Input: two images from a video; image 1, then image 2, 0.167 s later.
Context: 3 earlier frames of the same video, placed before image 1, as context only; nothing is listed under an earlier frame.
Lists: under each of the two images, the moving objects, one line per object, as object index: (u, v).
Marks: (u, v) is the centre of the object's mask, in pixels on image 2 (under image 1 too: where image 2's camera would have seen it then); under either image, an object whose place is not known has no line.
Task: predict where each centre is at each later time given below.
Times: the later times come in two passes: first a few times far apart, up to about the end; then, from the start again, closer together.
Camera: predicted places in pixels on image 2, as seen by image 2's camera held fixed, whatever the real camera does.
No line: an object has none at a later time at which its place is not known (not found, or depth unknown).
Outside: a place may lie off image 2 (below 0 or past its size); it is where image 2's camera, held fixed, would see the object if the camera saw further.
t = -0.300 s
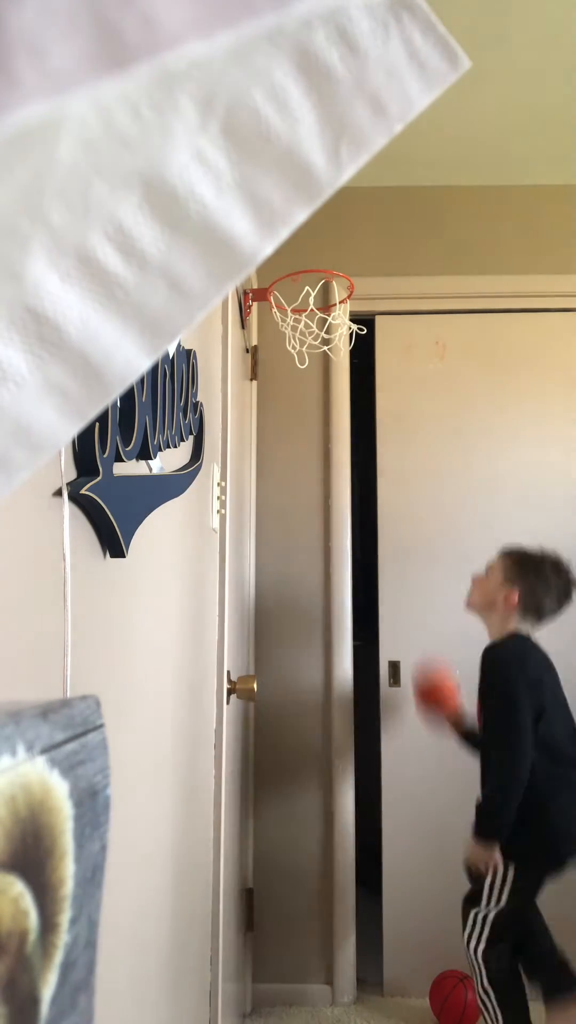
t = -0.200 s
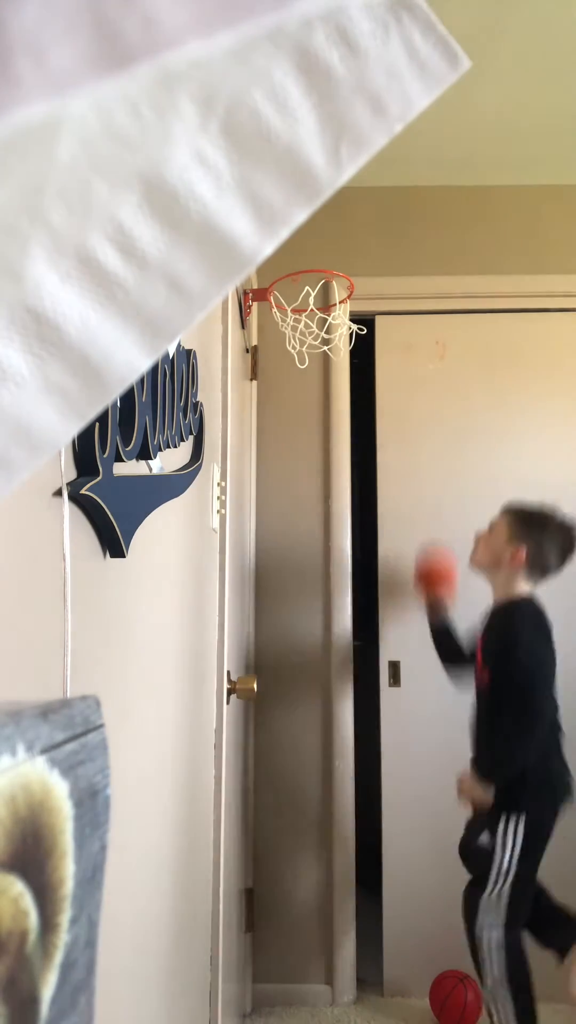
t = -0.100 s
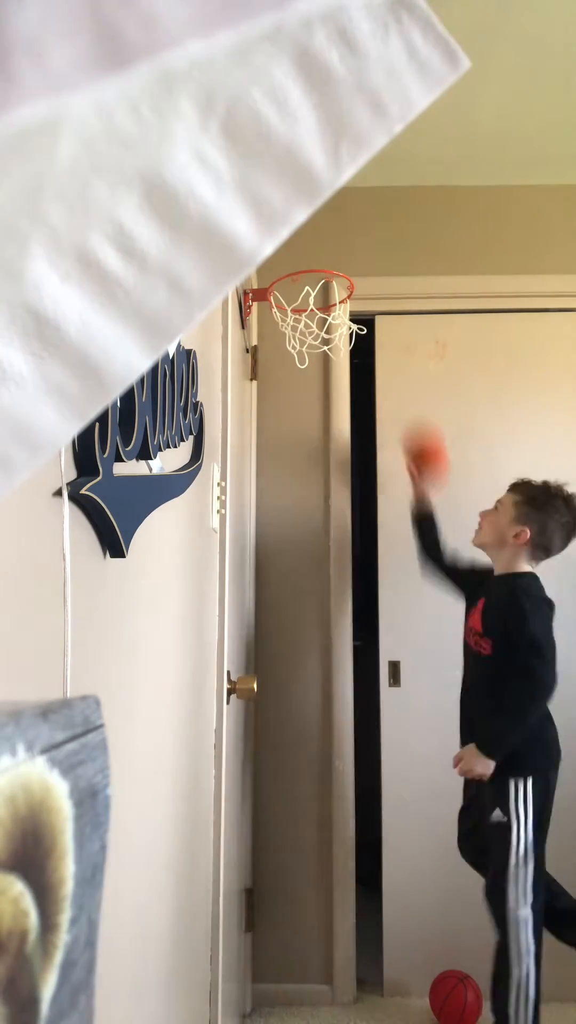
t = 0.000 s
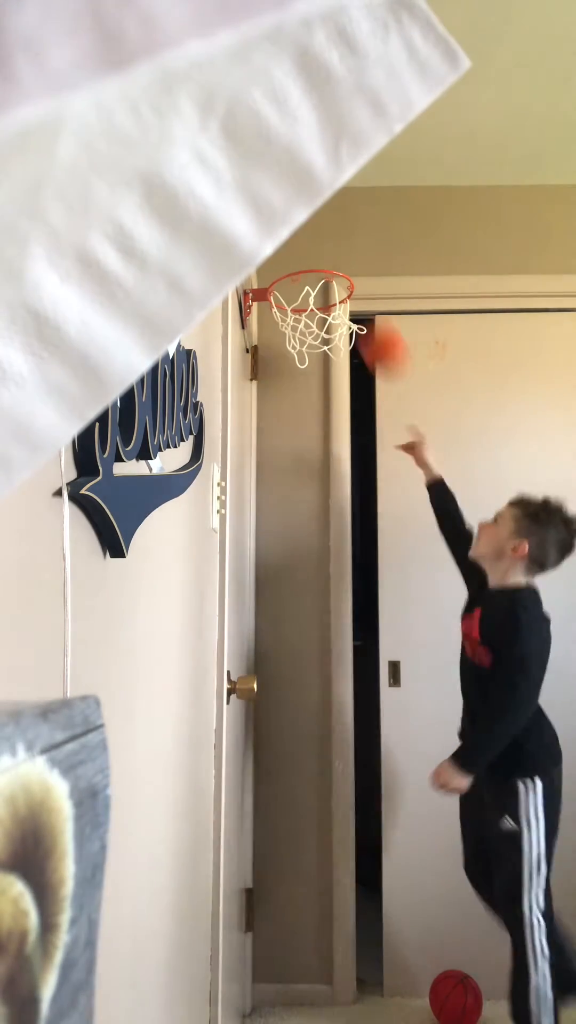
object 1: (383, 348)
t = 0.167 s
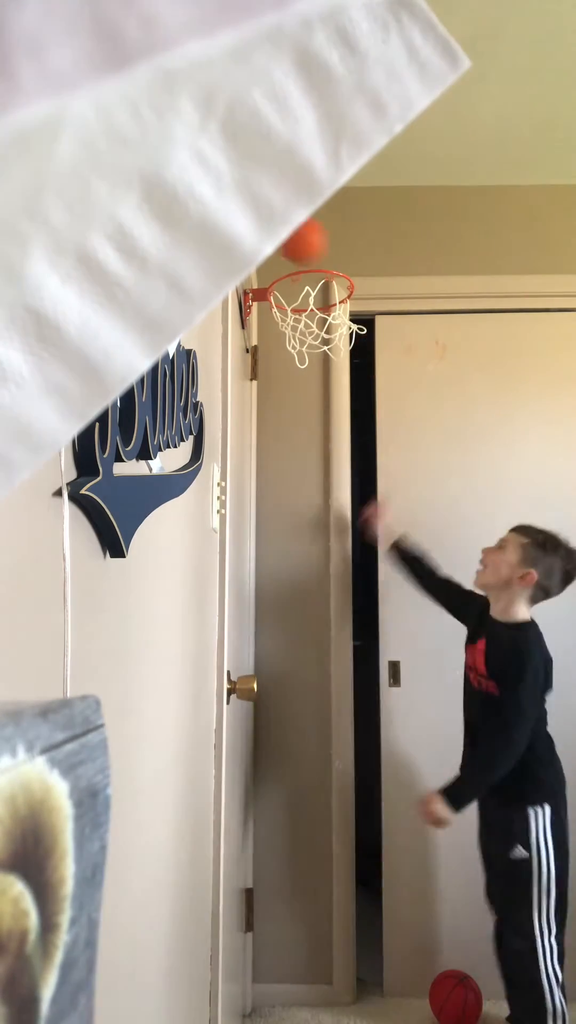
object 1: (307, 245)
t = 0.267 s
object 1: (294, 242)
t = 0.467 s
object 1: (321, 307)
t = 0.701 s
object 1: (277, 418)
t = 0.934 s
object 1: (298, 628)
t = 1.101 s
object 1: (326, 929)
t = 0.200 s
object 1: (296, 241)
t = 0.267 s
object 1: (294, 242)
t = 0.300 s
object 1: (299, 246)
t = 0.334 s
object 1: (306, 252)
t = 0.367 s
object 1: (314, 264)
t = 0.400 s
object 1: (325, 282)
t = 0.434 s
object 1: (326, 292)
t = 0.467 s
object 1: (321, 307)
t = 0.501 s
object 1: (315, 323)
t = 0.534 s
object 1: (310, 335)
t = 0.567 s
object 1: (302, 350)
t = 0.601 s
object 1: (296, 361)
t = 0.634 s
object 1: (290, 375)
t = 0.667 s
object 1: (283, 395)
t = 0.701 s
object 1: (277, 418)
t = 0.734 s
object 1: (271, 446)
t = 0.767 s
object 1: (269, 473)
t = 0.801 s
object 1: (273, 495)
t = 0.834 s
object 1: (278, 521)
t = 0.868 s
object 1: (284, 551)
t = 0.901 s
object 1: (289, 587)
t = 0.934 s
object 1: (298, 628)
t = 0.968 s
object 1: (304, 675)
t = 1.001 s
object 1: (308, 732)
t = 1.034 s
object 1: (314, 792)
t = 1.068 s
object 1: (319, 855)
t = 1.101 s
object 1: (326, 929)
